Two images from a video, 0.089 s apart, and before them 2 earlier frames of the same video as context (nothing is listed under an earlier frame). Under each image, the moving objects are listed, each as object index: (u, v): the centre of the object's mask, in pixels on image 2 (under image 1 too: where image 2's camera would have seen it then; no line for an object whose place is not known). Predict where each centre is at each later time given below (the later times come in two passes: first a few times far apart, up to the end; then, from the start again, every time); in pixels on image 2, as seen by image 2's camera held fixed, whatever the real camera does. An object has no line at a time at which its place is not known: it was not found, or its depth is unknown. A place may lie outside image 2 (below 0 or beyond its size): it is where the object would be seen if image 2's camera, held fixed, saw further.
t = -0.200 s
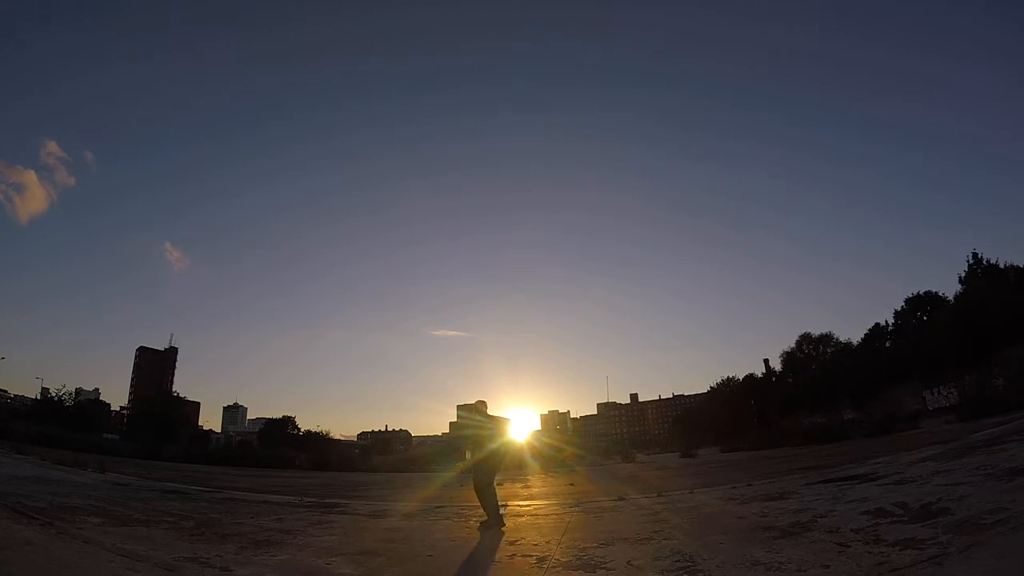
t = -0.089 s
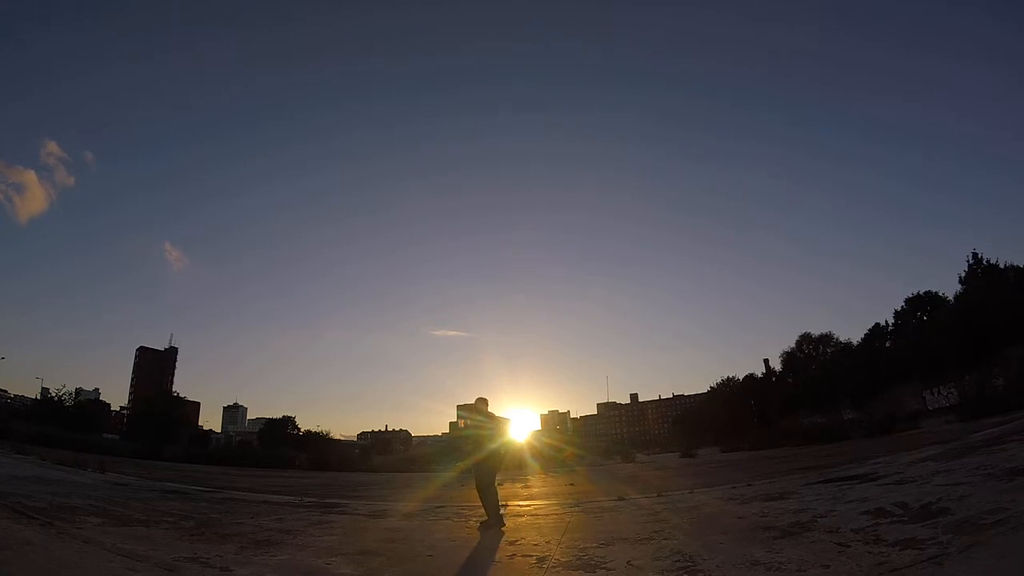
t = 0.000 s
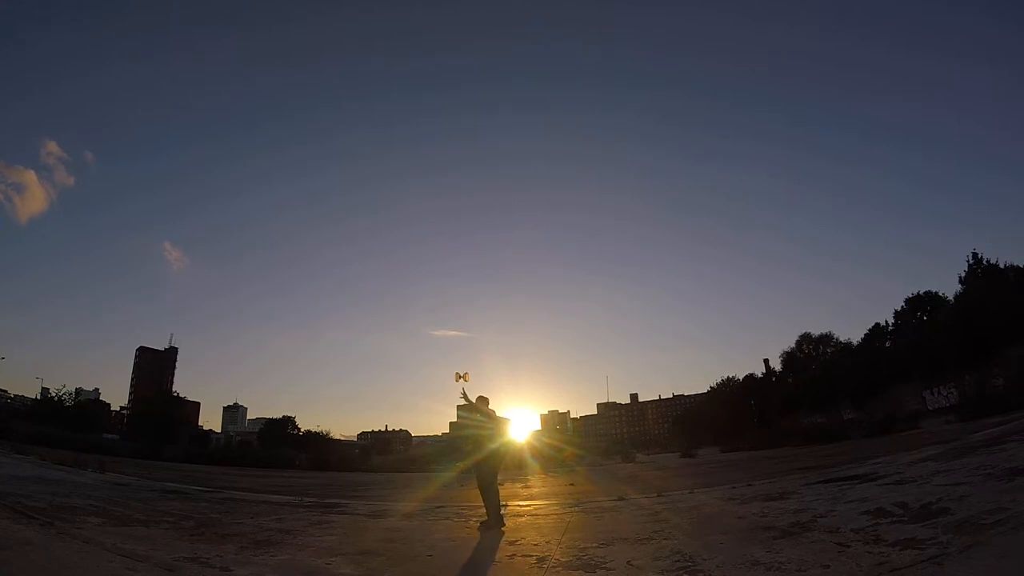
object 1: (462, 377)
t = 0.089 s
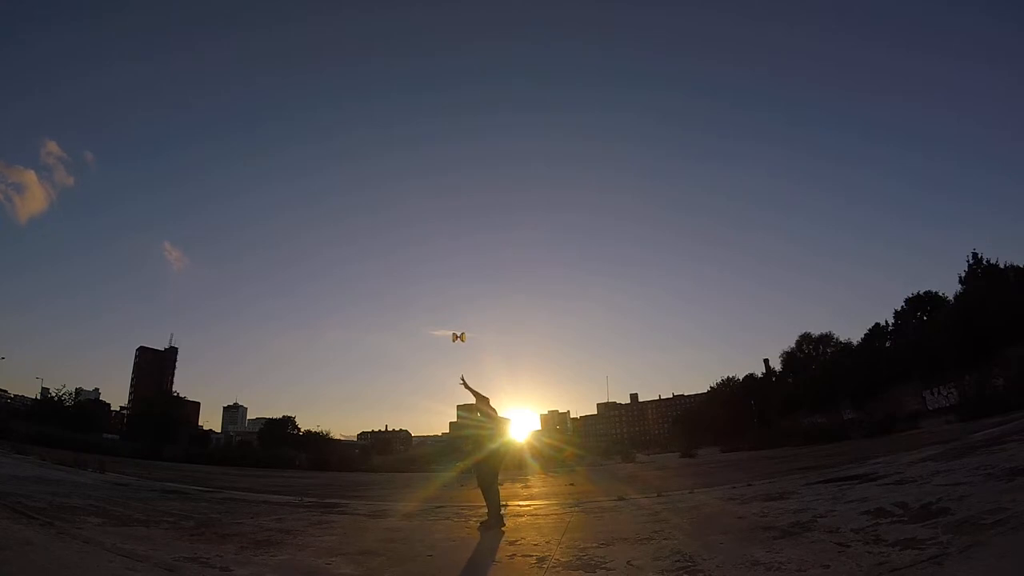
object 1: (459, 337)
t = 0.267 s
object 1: (454, 276)
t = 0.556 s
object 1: (447, 225)
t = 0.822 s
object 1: (441, 229)
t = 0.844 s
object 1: (440, 232)
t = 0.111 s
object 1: (458, 328)
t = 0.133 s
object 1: (457, 319)
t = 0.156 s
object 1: (456, 311)
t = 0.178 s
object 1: (456, 303)
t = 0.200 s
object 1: (455, 296)
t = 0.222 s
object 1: (455, 289)
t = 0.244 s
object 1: (454, 282)
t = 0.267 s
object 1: (454, 276)
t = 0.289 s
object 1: (453, 270)
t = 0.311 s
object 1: (452, 265)
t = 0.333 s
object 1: (452, 259)
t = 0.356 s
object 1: (451, 255)
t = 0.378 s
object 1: (451, 250)
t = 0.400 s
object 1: (451, 246)
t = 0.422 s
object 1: (450, 242)
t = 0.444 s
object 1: (450, 238)
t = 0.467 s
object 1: (449, 235)
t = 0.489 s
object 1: (448, 232)
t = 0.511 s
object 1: (448, 230)
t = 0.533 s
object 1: (448, 227)
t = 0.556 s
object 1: (447, 225)
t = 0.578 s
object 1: (447, 224)
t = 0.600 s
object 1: (446, 223)
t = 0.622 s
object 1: (446, 222)
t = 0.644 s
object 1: (445, 221)
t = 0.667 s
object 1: (445, 221)
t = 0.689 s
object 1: (444, 221)
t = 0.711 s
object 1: (444, 221)
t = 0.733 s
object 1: (443, 222)
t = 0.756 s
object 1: (443, 223)
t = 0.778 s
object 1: (442, 225)
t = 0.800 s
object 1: (441, 227)
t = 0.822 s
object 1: (441, 229)
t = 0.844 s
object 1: (440, 232)
